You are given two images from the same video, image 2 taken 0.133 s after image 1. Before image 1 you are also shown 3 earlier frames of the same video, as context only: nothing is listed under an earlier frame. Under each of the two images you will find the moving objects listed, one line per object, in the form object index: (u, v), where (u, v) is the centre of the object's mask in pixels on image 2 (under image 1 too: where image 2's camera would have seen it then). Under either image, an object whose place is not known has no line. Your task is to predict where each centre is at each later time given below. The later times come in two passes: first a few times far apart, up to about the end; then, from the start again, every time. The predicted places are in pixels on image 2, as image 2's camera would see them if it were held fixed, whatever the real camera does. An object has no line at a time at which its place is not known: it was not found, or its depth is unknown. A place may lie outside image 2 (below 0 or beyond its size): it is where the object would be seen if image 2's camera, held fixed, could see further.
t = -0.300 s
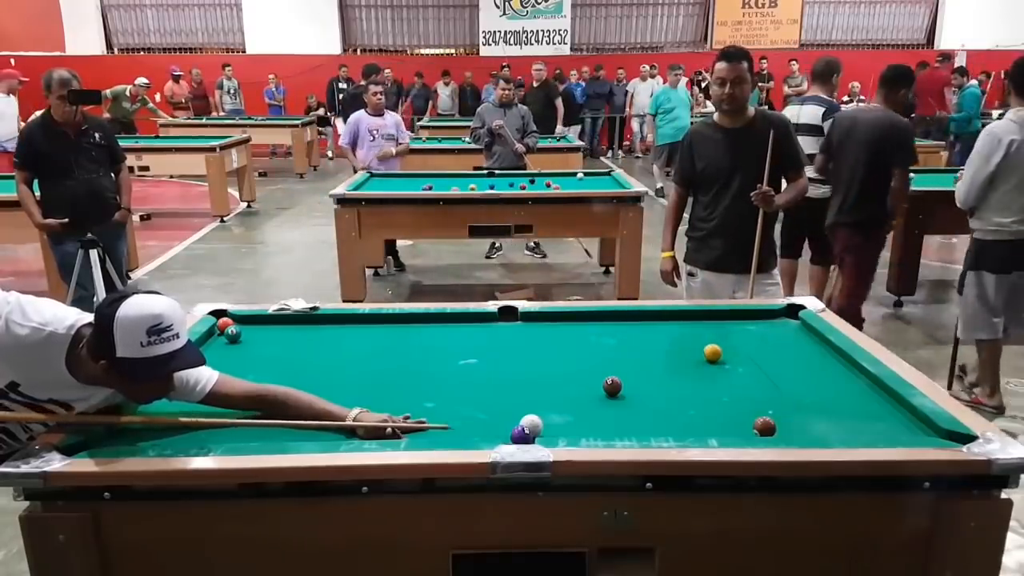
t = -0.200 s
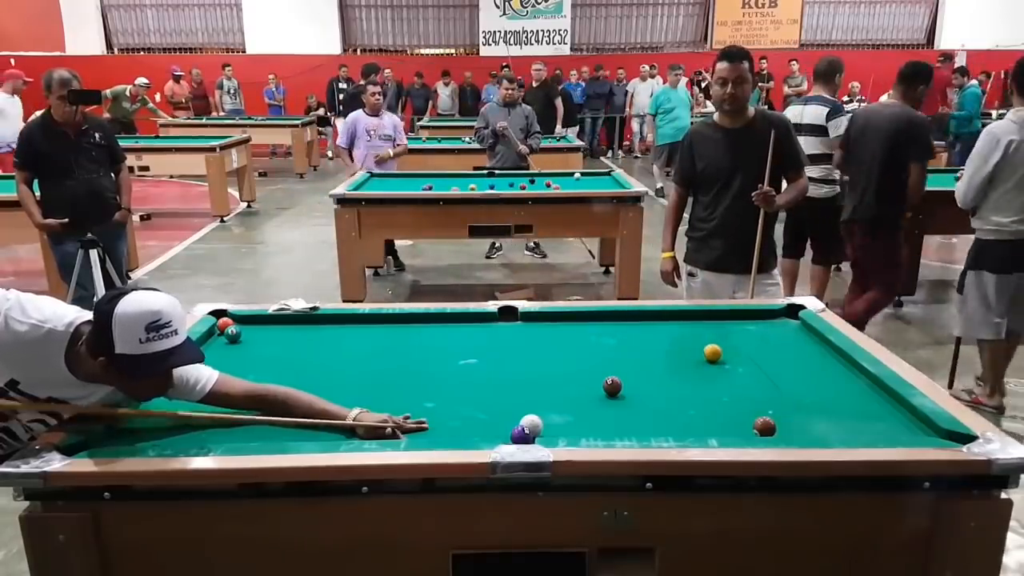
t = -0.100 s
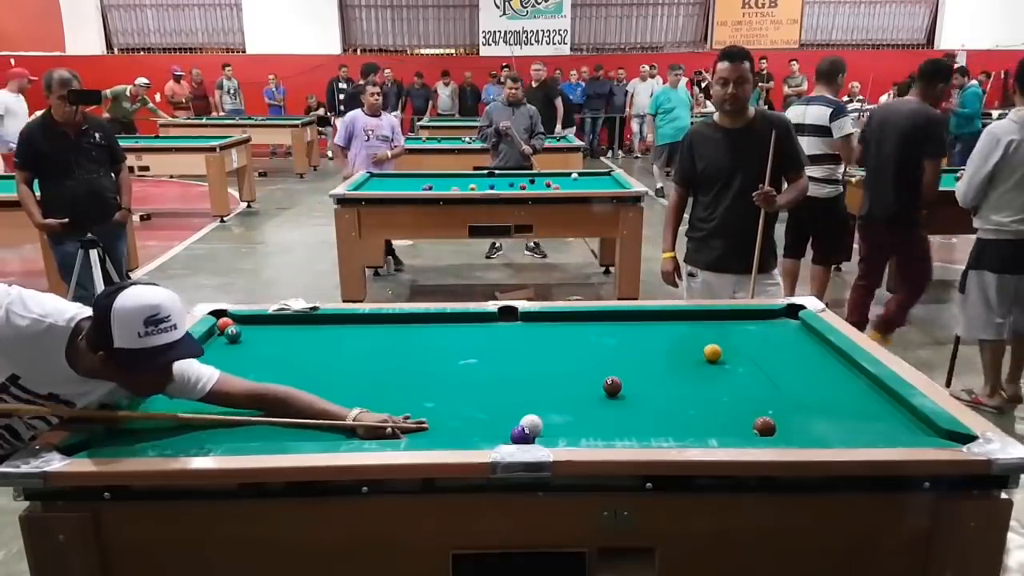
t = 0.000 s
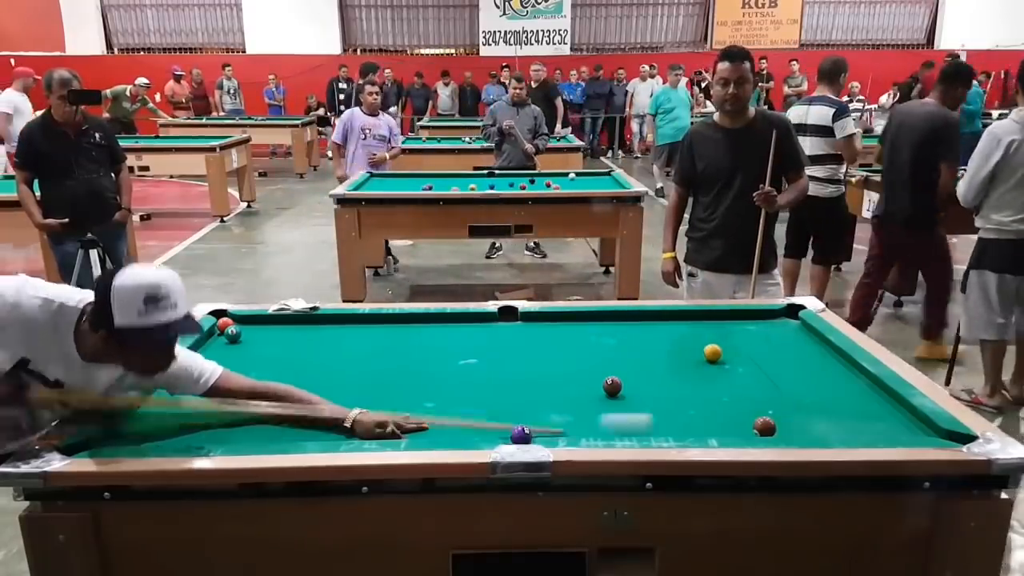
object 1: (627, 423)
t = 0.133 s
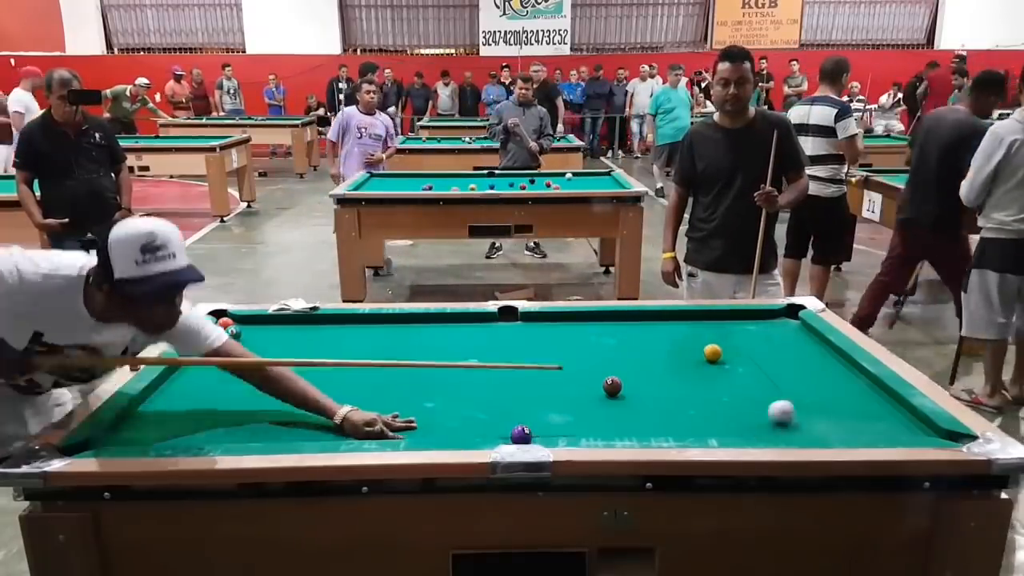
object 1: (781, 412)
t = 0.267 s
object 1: (817, 398)
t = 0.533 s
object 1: (857, 375)
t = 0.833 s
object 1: (795, 351)
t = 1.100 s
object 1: (746, 333)
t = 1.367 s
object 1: (701, 317)
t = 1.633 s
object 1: (675, 322)
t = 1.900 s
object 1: (654, 331)
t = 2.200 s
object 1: (629, 343)
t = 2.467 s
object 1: (607, 353)
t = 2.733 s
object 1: (584, 362)
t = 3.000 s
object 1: (561, 373)
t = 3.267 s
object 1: (538, 384)
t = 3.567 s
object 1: (511, 396)
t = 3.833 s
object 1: (487, 407)
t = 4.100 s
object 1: (462, 418)
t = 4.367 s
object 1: (439, 427)
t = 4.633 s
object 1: (415, 433)
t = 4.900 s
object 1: (403, 430)
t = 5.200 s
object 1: (391, 428)
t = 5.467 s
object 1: (383, 426)
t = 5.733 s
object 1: (375, 423)
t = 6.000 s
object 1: (370, 421)
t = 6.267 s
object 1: (367, 417)
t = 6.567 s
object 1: (366, 416)
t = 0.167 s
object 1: (793, 409)
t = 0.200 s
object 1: (802, 405)
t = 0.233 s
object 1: (811, 401)
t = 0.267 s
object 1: (817, 398)
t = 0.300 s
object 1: (823, 395)
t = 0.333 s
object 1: (828, 392)
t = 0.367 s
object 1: (833, 389)
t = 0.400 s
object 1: (838, 386)
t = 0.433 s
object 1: (843, 383)
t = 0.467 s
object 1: (847, 381)
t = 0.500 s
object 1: (852, 378)
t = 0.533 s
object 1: (857, 375)
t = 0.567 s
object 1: (858, 372)
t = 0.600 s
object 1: (849, 369)
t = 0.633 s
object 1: (840, 366)
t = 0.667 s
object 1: (832, 364)
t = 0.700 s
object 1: (825, 360)
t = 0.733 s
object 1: (817, 358)
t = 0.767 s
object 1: (809, 355)
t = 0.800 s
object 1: (802, 353)
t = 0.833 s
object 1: (795, 351)
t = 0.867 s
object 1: (787, 348)
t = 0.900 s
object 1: (781, 345)
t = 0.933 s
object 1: (774, 343)
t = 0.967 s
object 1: (768, 341)
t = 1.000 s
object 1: (761, 339)
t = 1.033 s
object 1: (755, 336)
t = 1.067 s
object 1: (749, 334)
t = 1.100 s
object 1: (746, 333)
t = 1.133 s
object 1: (739, 331)
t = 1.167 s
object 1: (734, 329)
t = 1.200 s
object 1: (728, 327)
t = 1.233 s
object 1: (723, 325)
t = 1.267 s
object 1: (717, 323)
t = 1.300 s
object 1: (712, 322)
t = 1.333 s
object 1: (706, 319)
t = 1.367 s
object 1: (701, 317)
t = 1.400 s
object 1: (696, 315)
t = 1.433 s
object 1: (691, 315)
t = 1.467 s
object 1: (689, 316)
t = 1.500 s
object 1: (686, 317)
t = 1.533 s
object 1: (683, 318)
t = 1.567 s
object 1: (681, 319)
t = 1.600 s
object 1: (678, 321)
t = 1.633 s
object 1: (675, 322)
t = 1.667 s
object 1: (673, 323)
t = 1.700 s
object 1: (670, 324)
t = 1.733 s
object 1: (667, 325)
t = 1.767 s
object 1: (664, 326)
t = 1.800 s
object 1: (662, 328)
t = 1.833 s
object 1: (659, 329)
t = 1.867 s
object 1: (657, 330)
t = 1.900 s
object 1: (654, 331)
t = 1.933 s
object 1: (651, 333)
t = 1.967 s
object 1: (648, 334)
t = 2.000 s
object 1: (646, 335)
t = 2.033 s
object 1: (643, 336)
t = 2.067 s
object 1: (640, 338)
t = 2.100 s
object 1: (638, 339)
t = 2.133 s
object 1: (635, 340)
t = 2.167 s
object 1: (632, 341)
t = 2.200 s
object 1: (629, 343)
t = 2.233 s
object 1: (627, 344)
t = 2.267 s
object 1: (624, 345)
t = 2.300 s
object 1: (621, 346)
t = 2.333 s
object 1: (618, 348)
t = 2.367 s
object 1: (615, 349)
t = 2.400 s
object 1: (612, 350)
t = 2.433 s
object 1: (609, 351)
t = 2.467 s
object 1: (607, 353)
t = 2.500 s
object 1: (604, 354)
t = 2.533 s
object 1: (601, 355)
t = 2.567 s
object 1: (597, 356)
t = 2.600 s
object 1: (594, 358)
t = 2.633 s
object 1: (592, 359)
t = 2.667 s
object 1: (590, 360)
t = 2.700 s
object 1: (587, 361)
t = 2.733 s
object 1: (584, 362)
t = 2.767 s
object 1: (582, 364)
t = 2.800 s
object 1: (579, 365)
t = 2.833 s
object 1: (576, 366)
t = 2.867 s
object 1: (573, 367)
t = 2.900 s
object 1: (570, 369)
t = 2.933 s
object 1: (567, 370)
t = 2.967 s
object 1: (564, 372)
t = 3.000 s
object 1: (561, 373)
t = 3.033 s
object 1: (558, 374)
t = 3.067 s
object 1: (555, 375)
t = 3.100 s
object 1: (552, 377)
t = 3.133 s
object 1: (550, 378)
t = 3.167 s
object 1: (546, 379)
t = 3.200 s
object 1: (543, 381)
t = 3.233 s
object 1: (540, 382)
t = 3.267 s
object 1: (538, 384)
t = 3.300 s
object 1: (535, 385)
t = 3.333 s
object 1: (532, 387)
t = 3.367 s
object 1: (529, 388)
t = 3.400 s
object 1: (526, 389)
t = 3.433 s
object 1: (523, 390)
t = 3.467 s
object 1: (520, 392)
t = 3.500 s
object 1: (517, 393)
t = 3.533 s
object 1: (514, 395)
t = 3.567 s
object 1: (511, 396)
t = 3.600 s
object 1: (508, 397)
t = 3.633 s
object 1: (505, 399)
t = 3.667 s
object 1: (502, 400)
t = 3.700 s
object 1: (499, 402)
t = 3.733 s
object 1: (496, 403)
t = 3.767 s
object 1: (493, 405)
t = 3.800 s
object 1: (490, 406)
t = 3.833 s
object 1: (487, 407)
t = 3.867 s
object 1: (484, 409)
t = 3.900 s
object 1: (481, 410)
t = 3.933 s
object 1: (477, 411)
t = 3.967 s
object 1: (474, 413)
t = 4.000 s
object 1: (471, 414)
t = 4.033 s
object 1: (468, 415)
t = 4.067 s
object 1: (465, 417)
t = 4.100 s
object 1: (462, 418)
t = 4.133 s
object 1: (459, 420)
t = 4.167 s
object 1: (456, 421)
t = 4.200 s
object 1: (455, 421)
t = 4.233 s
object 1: (452, 423)
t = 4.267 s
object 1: (449, 424)
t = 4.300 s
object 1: (445, 426)
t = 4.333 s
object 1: (442, 426)
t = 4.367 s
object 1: (439, 427)
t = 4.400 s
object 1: (436, 428)
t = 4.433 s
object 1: (433, 429)
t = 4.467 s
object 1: (430, 430)
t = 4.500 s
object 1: (427, 431)
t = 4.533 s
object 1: (424, 432)
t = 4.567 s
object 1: (420, 432)
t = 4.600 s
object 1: (417, 433)
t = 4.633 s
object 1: (415, 433)
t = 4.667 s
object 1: (414, 433)
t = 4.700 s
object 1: (412, 432)
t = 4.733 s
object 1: (410, 432)
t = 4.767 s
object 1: (409, 432)
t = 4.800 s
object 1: (407, 431)
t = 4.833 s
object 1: (406, 431)
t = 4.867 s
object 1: (404, 431)
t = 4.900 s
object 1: (403, 430)
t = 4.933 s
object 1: (401, 430)
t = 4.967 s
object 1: (400, 430)
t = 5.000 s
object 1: (399, 429)
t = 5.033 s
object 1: (397, 429)
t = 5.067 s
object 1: (396, 429)
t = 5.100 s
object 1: (395, 428)
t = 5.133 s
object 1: (393, 428)
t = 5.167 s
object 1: (392, 428)
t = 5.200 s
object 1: (391, 428)
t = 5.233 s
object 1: (390, 428)
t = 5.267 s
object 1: (389, 427)
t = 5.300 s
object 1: (388, 427)
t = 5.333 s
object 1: (387, 427)
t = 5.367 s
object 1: (386, 427)
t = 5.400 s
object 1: (384, 426)
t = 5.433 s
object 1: (384, 426)
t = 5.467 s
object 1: (383, 426)
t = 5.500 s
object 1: (382, 425)
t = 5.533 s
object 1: (381, 425)
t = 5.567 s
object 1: (380, 425)
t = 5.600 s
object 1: (379, 425)
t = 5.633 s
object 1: (378, 424)
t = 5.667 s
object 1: (377, 424)
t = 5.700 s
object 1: (376, 424)
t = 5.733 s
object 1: (375, 423)
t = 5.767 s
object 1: (375, 423)
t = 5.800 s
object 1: (374, 423)
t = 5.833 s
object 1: (374, 421)
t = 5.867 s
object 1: (373, 422)
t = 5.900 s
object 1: (372, 422)
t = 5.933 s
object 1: (372, 421)
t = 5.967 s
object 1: (371, 421)
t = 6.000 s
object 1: (370, 421)
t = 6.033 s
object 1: (370, 420)
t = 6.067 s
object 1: (369, 419)
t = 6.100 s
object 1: (369, 419)
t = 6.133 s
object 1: (369, 419)
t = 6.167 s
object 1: (368, 419)
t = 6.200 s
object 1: (368, 418)
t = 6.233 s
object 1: (368, 418)
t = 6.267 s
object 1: (367, 417)
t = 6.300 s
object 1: (367, 417)
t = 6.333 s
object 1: (367, 417)
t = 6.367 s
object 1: (367, 417)
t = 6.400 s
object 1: (367, 416)
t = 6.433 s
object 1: (366, 416)
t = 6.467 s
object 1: (366, 416)
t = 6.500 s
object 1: (366, 416)
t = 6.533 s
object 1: (366, 416)
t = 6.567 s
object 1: (366, 416)
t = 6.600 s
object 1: (366, 416)
